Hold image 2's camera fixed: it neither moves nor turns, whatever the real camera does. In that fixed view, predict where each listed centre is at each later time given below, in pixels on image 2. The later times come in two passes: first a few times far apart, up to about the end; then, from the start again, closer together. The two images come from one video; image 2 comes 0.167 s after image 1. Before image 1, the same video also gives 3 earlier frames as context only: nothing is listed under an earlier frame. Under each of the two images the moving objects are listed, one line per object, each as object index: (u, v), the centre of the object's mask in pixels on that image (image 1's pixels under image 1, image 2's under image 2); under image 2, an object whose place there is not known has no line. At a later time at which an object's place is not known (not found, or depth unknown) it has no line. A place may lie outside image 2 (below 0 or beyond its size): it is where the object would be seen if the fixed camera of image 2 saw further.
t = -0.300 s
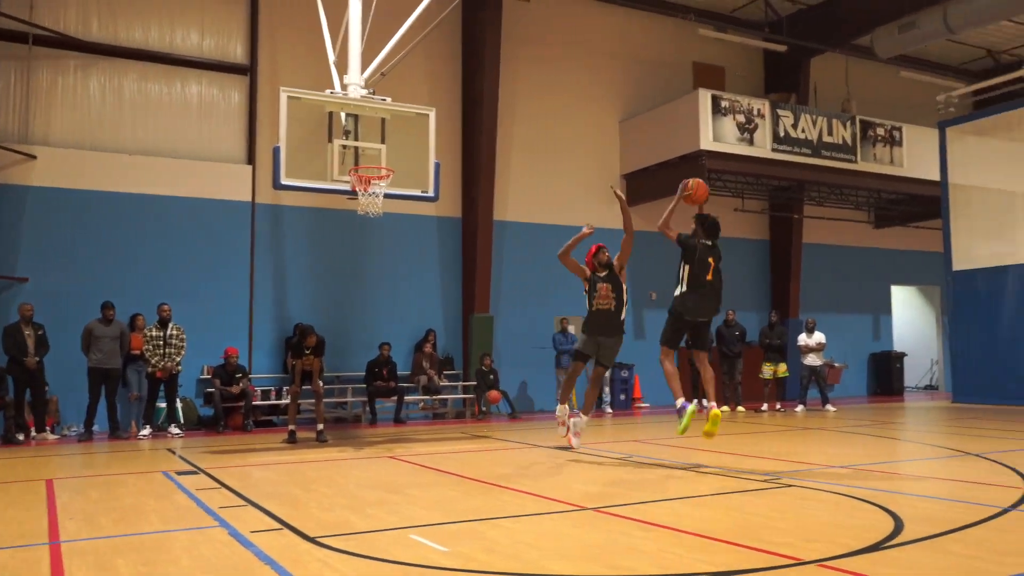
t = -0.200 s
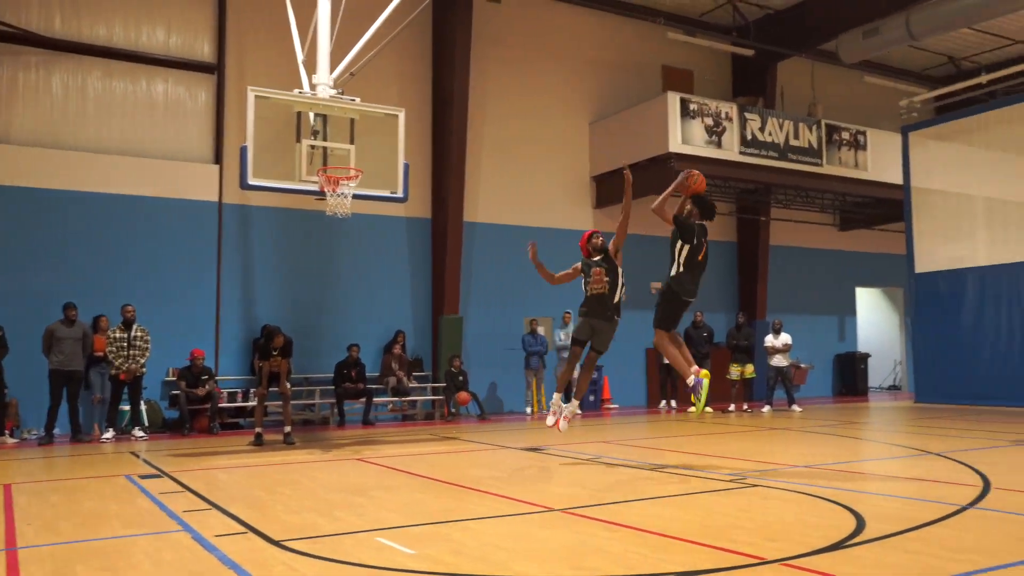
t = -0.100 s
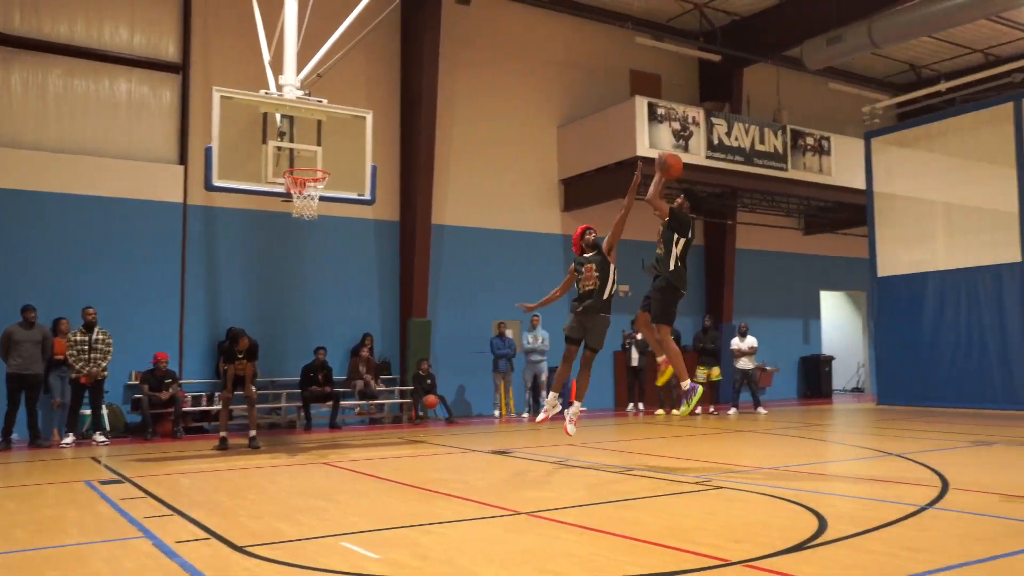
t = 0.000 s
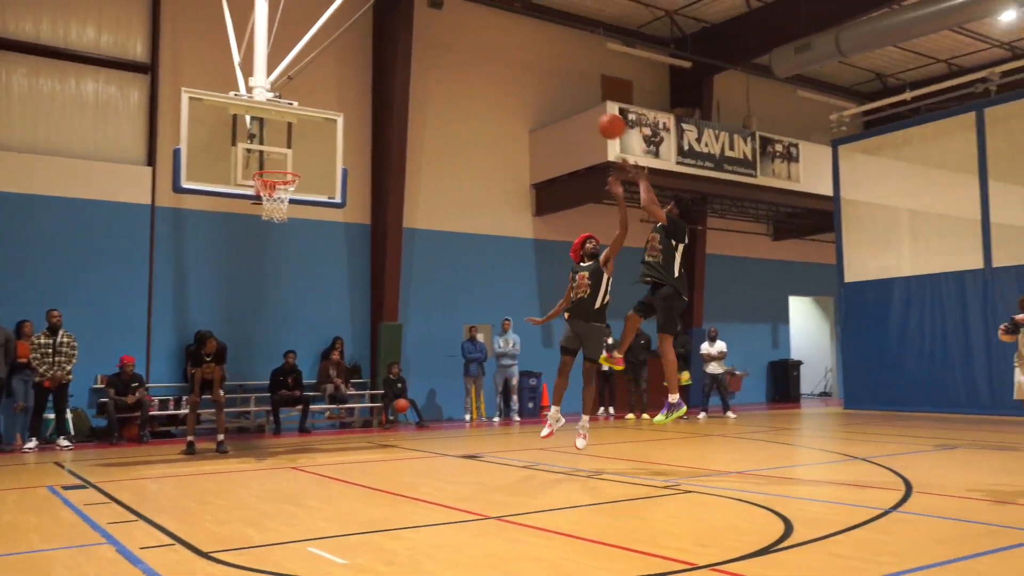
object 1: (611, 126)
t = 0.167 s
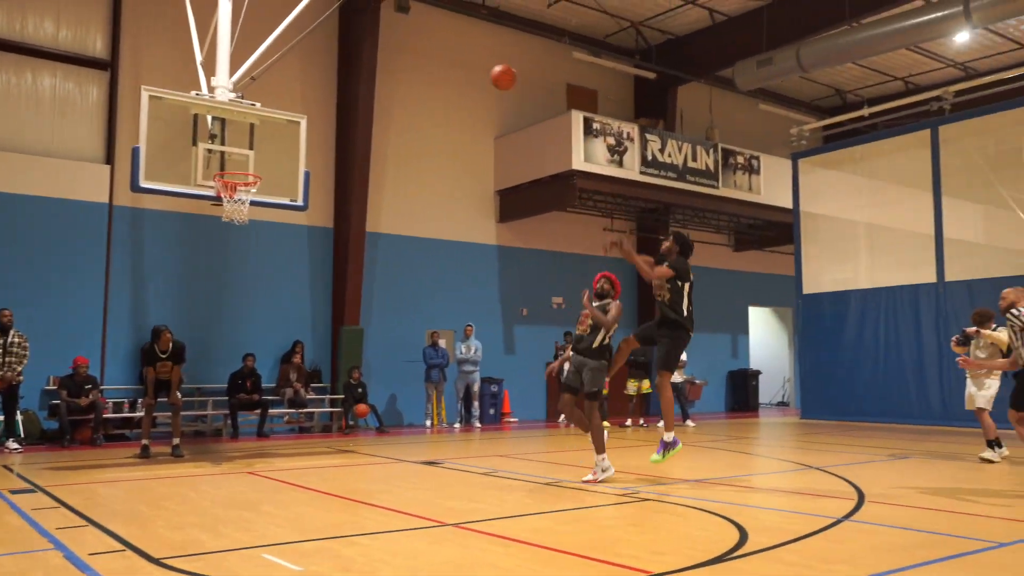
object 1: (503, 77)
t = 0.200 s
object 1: (489, 70)
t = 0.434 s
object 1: (397, 47)
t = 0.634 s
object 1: (324, 66)
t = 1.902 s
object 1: (351, 368)
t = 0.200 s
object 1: (489, 70)
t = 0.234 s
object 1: (476, 63)
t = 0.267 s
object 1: (462, 57)
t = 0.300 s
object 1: (449, 53)
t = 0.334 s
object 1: (436, 50)
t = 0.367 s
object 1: (423, 48)
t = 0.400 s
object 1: (410, 47)
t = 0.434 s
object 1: (397, 47)
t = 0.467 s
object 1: (385, 48)
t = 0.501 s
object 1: (373, 50)
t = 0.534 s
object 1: (361, 53)
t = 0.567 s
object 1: (348, 56)
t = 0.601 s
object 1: (336, 61)
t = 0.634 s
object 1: (324, 66)
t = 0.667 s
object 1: (311, 73)
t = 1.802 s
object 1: (335, 302)
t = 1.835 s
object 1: (340, 323)
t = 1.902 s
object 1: (351, 368)
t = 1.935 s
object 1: (357, 391)
